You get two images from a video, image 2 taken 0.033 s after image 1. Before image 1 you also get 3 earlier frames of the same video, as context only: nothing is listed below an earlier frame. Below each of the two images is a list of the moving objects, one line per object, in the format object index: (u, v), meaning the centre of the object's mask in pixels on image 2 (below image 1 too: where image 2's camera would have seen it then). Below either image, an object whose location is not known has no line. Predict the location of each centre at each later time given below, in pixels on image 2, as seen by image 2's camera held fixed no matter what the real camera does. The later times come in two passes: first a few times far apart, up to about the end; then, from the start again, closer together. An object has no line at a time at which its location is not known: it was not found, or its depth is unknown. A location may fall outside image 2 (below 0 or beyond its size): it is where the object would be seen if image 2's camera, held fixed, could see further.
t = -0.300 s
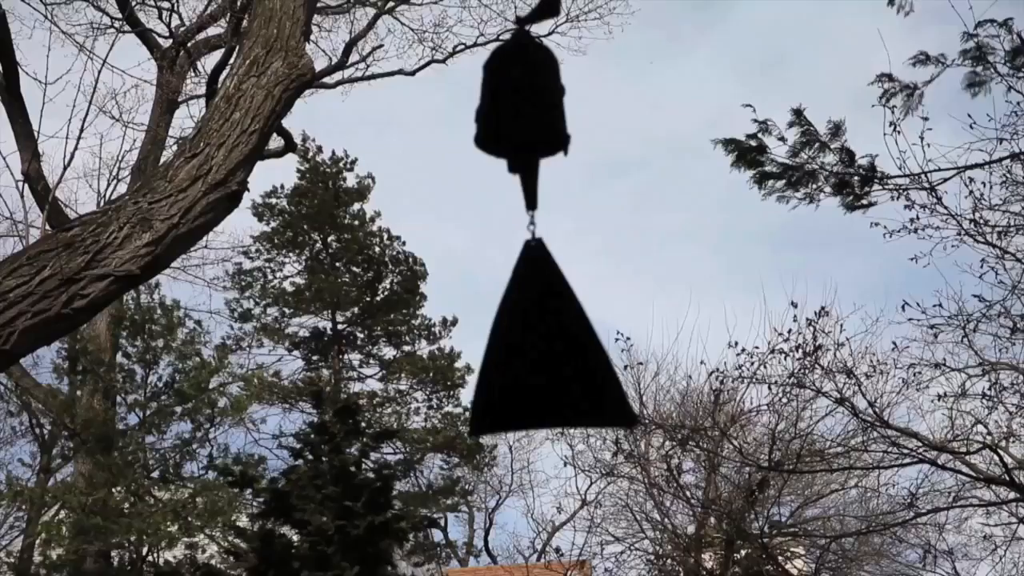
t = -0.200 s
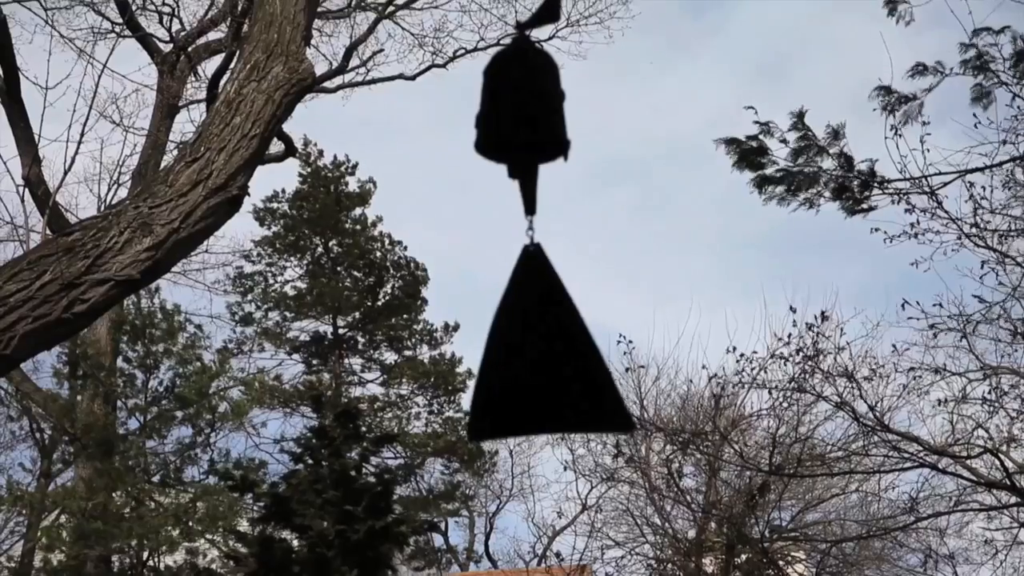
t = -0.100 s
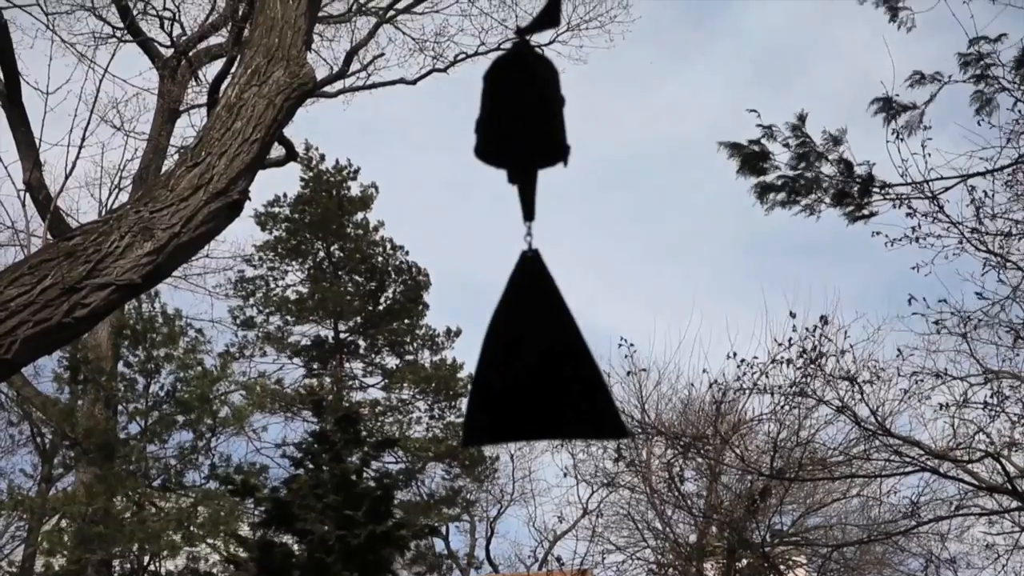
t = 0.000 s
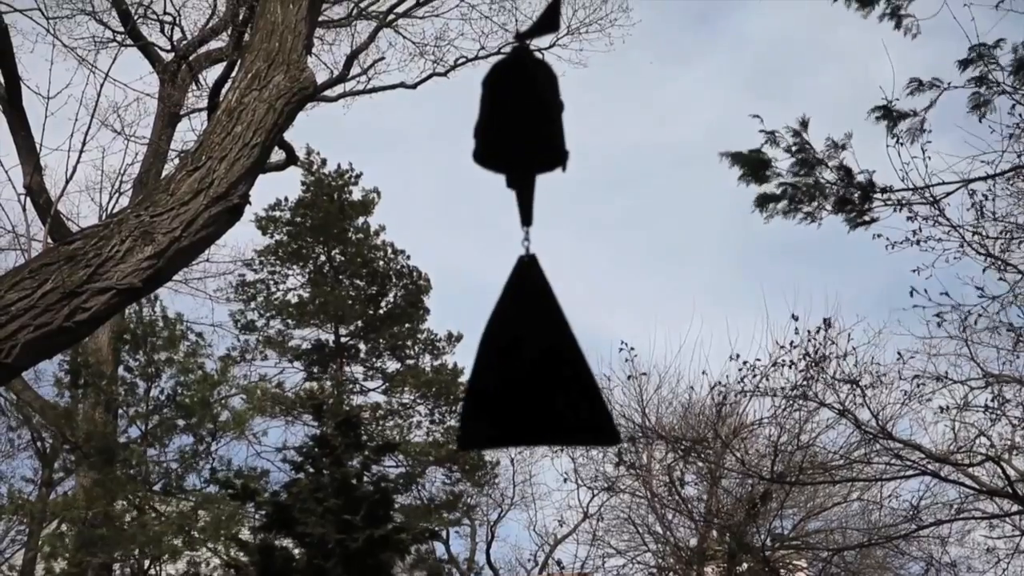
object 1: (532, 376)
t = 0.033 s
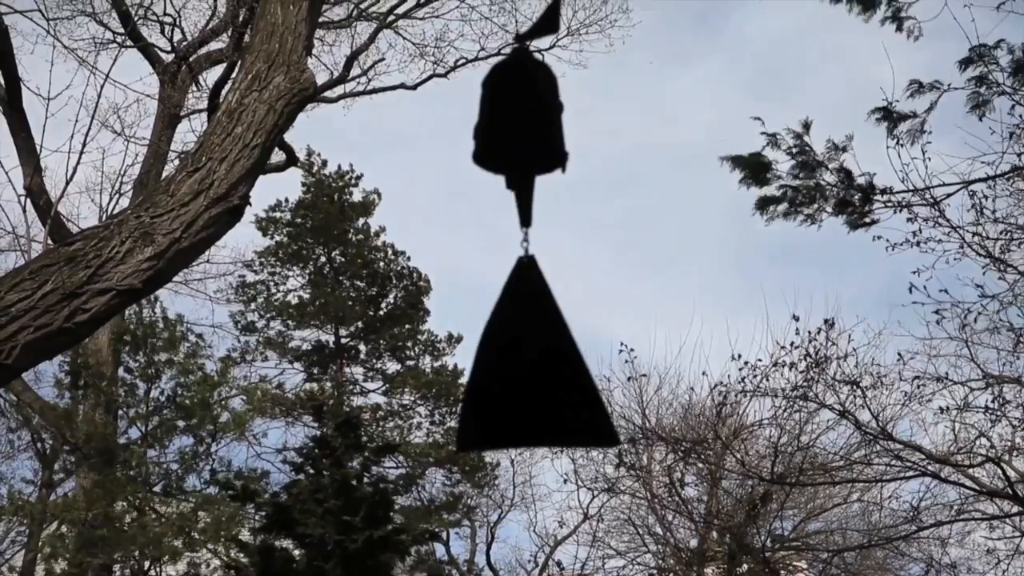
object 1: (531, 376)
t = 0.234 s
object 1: (529, 377)
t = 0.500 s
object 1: (534, 377)
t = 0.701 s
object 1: (535, 372)
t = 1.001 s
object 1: (540, 365)
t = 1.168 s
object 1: (535, 370)
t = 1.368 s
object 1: (526, 376)
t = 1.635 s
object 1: (534, 379)
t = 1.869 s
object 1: (544, 381)
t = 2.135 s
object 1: (541, 374)
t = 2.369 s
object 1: (535, 370)
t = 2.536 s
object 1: (531, 373)
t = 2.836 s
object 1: (534, 376)
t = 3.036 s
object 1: (538, 372)
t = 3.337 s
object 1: (537, 370)
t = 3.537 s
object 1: (533, 373)
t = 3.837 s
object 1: (530, 381)
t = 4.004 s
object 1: (531, 382)
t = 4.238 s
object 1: (536, 376)
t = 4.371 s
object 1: (535, 370)
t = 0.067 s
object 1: (530, 377)
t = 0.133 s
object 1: (529, 377)
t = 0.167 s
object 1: (528, 377)
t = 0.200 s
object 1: (529, 377)
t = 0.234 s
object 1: (529, 377)
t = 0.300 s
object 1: (531, 377)
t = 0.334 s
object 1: (532, 377)
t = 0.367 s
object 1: (533, 377)
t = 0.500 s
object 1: (534, 377)
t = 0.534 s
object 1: (534, 376)
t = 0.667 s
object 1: (535, 373)
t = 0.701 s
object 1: (535, 372)
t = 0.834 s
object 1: (538, 368)
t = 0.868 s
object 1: (539, 367)
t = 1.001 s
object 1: (540, 365)
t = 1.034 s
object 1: (540, 365)
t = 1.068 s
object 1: (539, 366)
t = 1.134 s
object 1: (537, 368)
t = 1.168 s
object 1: (535, 370)
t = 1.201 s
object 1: (533, 371)
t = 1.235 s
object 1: (531, 372)
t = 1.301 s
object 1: (528, 375)
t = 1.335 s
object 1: (527, 375)
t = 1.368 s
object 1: (526, 376)
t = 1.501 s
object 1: (527, 378)
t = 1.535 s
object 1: (528, 378)
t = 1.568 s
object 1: (530, 378)
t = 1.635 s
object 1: (534, 379)
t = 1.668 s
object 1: (536, 379)
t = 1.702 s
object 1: (538, 380)
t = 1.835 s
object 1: (544, 381)
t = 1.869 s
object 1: (544, 381)
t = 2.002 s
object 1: (544, 379)
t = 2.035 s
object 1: (543, 378)
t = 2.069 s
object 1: (543, 377)
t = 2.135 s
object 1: (541, 374)
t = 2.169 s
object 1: (540, 373)
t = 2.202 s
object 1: (539, 372)
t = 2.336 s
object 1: (536, 369)
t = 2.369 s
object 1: (535, 370)
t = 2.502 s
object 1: (532, 372)
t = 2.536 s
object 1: (531, 373)
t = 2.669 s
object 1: (531, 376)
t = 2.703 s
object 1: (531, 376)
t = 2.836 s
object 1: (534, 376)
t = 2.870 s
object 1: (535, 376)
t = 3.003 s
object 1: (538, 372)
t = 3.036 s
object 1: (538, 372)
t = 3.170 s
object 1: (539, 370)
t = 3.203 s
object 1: (539, 370)
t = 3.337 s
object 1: (537, 370)
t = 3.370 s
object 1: (537, 370)
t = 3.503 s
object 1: (534, 372)
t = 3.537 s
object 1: (533, 373)
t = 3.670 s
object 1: (532, 377)
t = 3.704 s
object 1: (531, 377)
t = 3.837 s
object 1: (530, 381)
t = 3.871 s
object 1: (530, 381)
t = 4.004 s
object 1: (531, 382)
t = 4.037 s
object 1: (532, 382)
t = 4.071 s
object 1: (533, 381)
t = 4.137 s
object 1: (535, 380)
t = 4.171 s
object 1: (535, 378)
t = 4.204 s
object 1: (536, 377)
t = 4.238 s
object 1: (536, 376)
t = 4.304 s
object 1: (536, 373)
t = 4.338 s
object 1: (535, 371)
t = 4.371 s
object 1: (535, 370)
